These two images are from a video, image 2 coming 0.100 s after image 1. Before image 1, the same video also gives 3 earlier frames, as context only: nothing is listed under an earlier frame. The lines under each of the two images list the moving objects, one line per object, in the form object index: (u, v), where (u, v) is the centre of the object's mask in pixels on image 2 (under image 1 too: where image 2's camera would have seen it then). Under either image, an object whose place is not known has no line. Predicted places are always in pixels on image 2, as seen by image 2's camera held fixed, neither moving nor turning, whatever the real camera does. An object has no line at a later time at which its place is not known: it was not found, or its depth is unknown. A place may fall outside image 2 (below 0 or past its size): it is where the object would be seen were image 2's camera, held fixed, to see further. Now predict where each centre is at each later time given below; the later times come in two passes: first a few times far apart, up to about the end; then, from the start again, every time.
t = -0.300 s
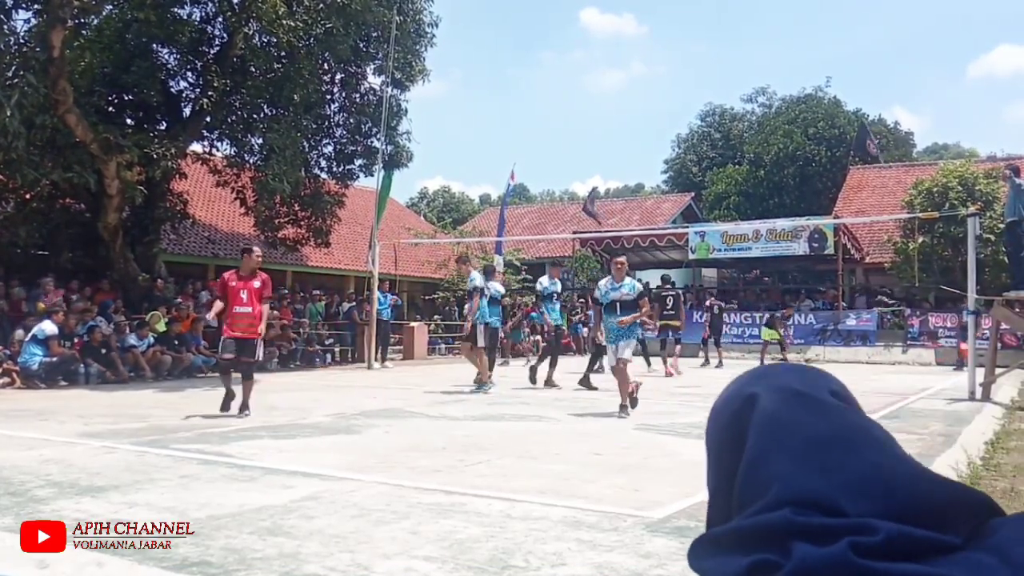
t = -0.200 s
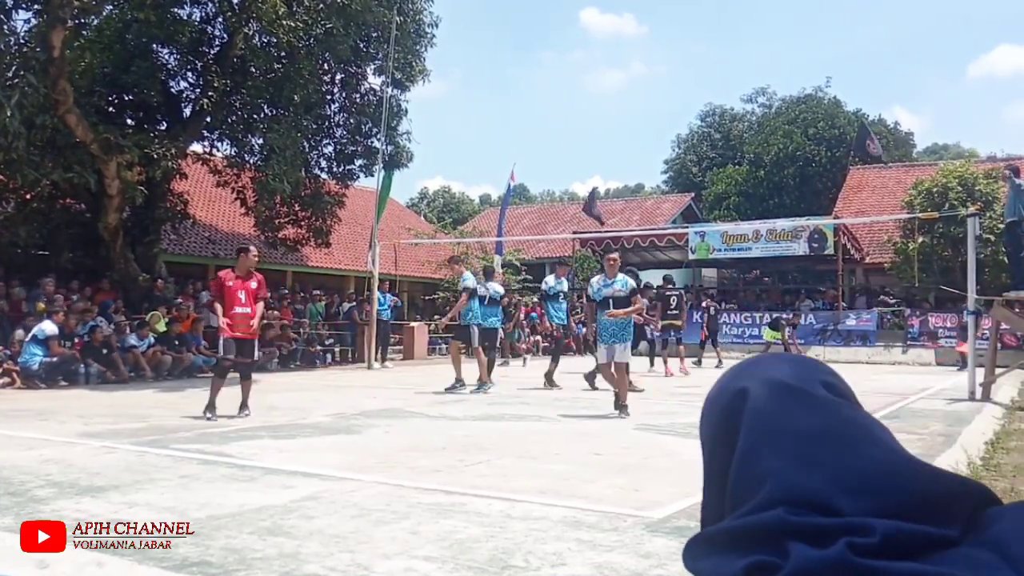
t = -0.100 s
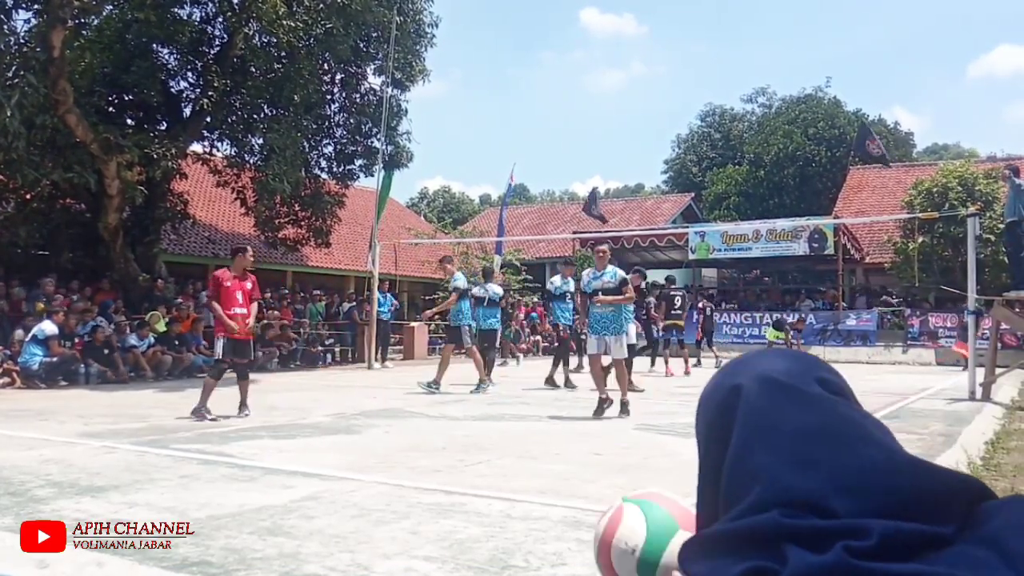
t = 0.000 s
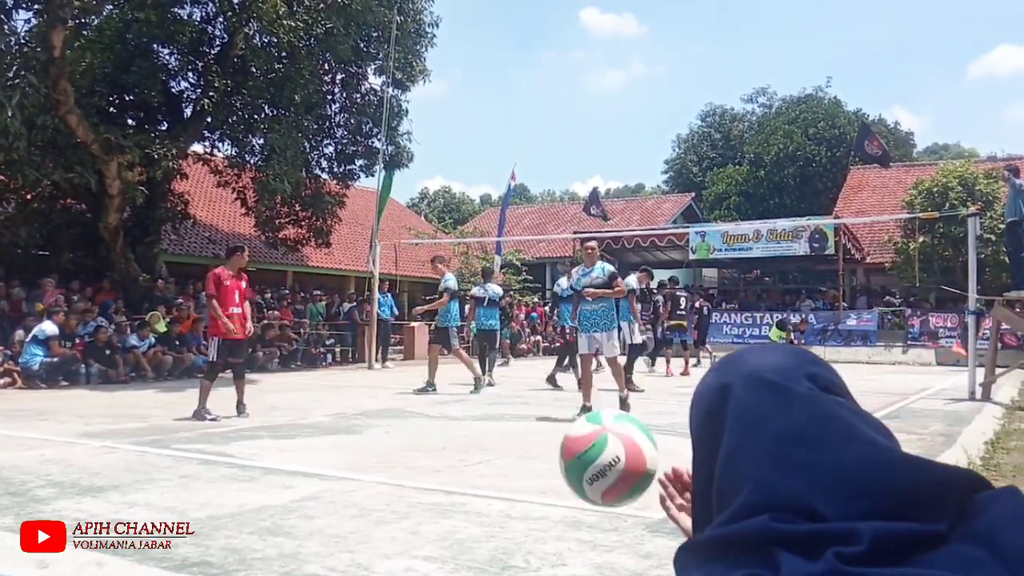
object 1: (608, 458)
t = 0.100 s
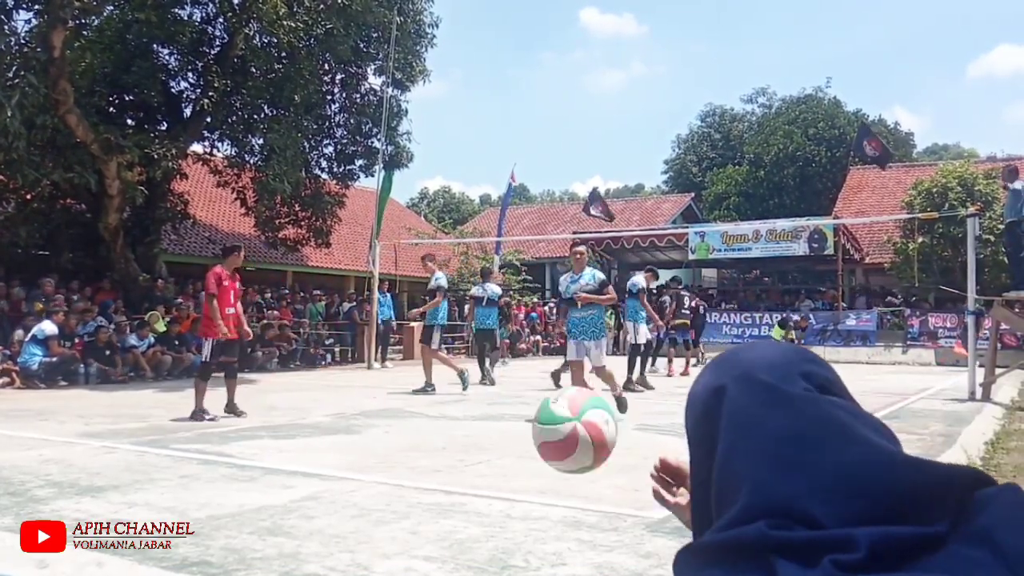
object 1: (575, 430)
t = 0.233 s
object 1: (540, 456)
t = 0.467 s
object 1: (502, 508)
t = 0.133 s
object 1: (564, 430)
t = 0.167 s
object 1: (556, 436)
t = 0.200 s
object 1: (548, 444)
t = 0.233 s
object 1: (540, 456)
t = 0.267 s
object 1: (533, 471)
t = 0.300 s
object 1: (526, 488)
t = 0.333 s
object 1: (520, 509)
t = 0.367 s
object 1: (514, 532)
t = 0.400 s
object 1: (508, 550)
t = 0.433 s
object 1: (504, 539)
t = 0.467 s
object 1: (502, 508)
